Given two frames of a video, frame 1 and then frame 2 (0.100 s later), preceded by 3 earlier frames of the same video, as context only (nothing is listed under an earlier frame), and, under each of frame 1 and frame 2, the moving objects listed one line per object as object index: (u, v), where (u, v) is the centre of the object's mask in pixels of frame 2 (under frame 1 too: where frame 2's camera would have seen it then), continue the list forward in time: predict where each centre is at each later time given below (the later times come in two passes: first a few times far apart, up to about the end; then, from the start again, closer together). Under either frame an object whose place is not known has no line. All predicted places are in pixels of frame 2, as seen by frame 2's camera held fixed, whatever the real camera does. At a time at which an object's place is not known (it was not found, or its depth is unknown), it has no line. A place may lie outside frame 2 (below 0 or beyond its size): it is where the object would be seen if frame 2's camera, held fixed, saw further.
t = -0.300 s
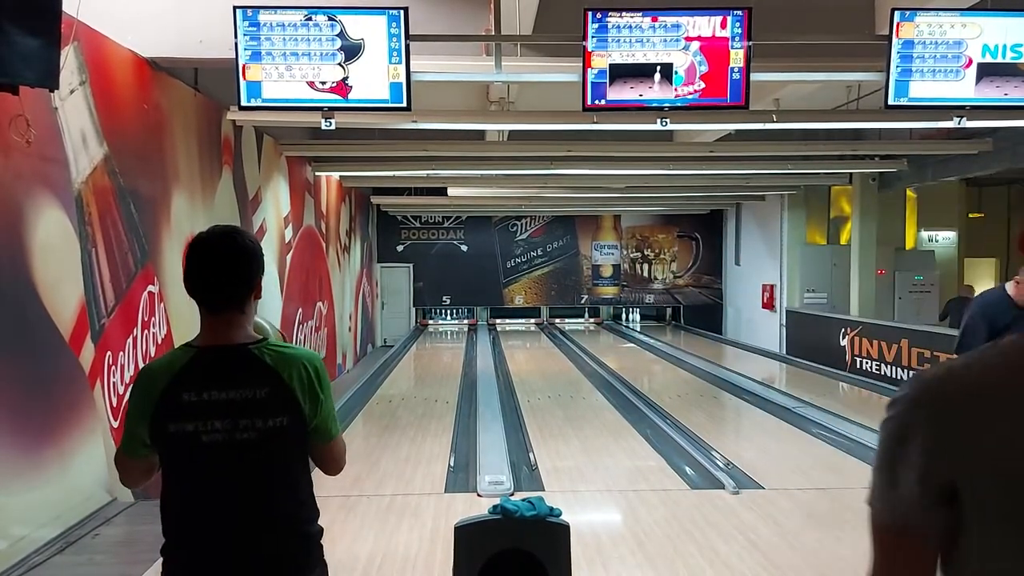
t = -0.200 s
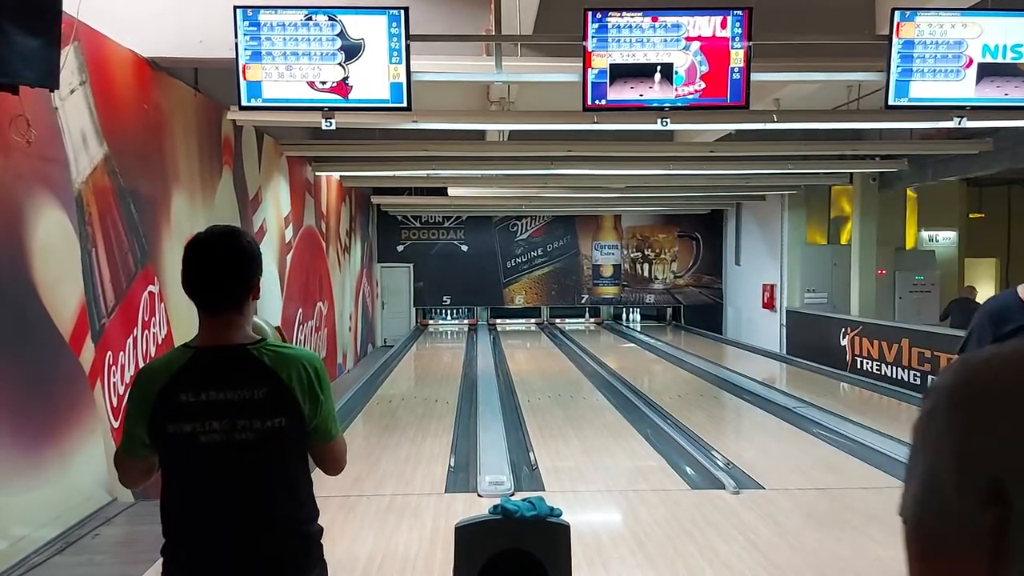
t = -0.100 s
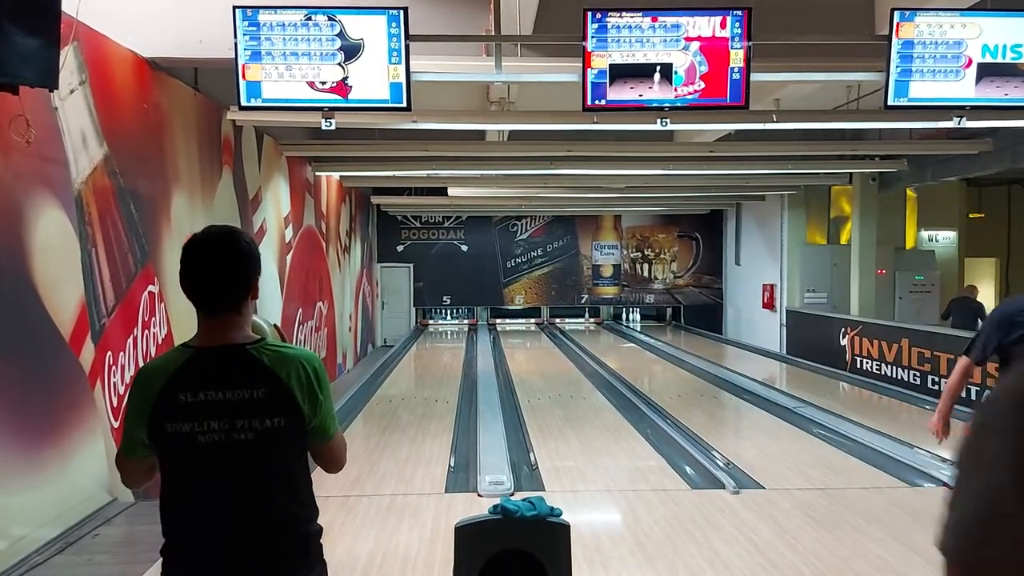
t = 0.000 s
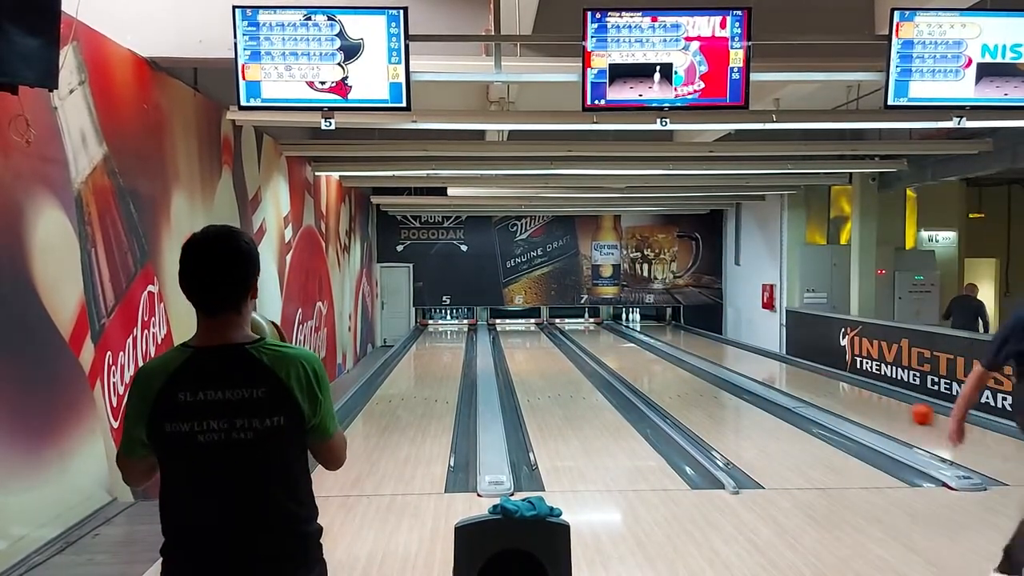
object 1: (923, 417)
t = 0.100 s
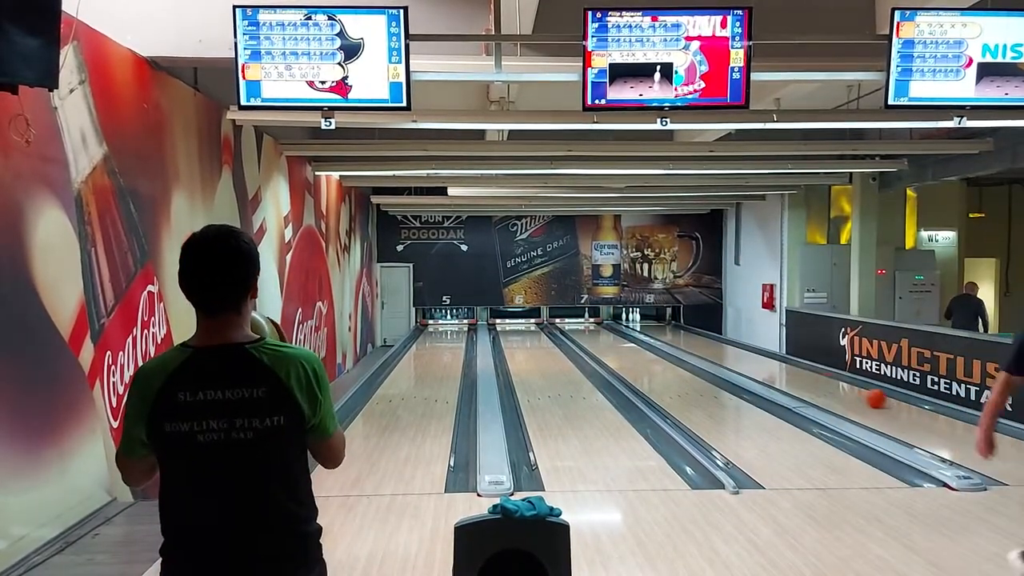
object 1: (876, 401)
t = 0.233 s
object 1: (828, 384)
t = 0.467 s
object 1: (767, 362)
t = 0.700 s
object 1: (724, 347)
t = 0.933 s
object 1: (693, 337)
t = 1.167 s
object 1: (670, 328)
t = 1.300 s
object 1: (659, 325)
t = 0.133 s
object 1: (864, 399)
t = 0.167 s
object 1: (850, 392)
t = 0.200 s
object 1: (839, 388)
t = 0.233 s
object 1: (828, 384)
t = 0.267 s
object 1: (818, 381)
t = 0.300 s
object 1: (808, 377)
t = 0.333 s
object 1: (799, 373)
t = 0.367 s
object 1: (790, 370)
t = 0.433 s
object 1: (774, 365)
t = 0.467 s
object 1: (767, 362)
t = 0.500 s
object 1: (760, 359)
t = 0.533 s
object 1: (753, 357)
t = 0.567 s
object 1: (746, 355)
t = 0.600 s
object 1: (741, 352)
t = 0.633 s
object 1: (735, 351)
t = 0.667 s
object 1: (730, 349)
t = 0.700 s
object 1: (724, 347)
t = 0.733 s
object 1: (719, 346)
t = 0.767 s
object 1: (715, 344)
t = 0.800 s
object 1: (710, 342)
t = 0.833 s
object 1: (706, 341)
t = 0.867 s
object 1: (701, 339)
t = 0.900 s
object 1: (697, 338)
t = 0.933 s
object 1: (693, 337)
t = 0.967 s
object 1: (690, 336)
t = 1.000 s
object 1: (685, 335)
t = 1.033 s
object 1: (683, 333)
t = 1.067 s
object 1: (679, 331)
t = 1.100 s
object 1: (676, 331)
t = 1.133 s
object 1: (674, 329)
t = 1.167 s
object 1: (670, 328)
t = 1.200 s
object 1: (667, 328)
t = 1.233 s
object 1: (664, 327)
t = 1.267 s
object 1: (661, 326)
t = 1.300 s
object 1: (659, 325)
